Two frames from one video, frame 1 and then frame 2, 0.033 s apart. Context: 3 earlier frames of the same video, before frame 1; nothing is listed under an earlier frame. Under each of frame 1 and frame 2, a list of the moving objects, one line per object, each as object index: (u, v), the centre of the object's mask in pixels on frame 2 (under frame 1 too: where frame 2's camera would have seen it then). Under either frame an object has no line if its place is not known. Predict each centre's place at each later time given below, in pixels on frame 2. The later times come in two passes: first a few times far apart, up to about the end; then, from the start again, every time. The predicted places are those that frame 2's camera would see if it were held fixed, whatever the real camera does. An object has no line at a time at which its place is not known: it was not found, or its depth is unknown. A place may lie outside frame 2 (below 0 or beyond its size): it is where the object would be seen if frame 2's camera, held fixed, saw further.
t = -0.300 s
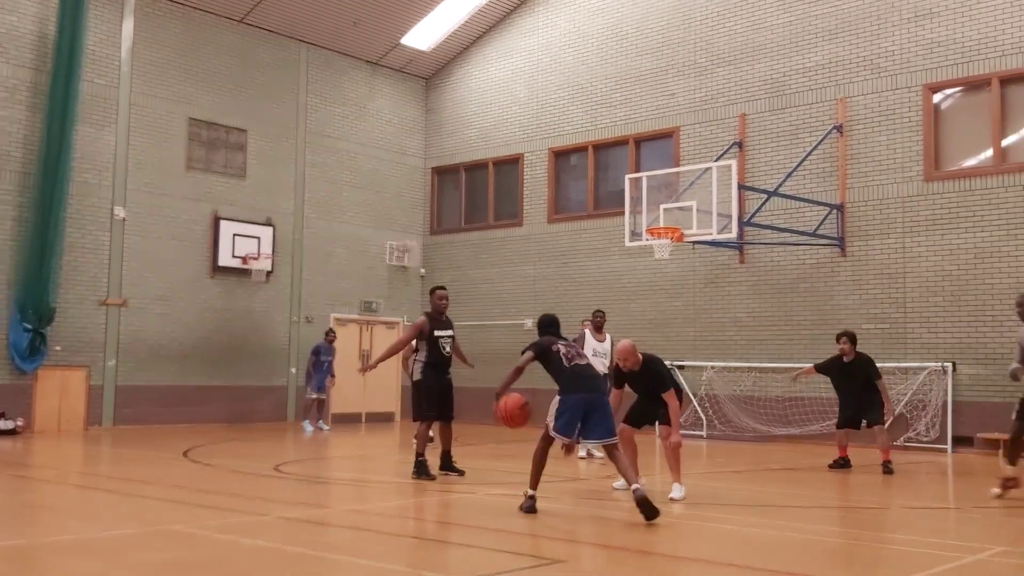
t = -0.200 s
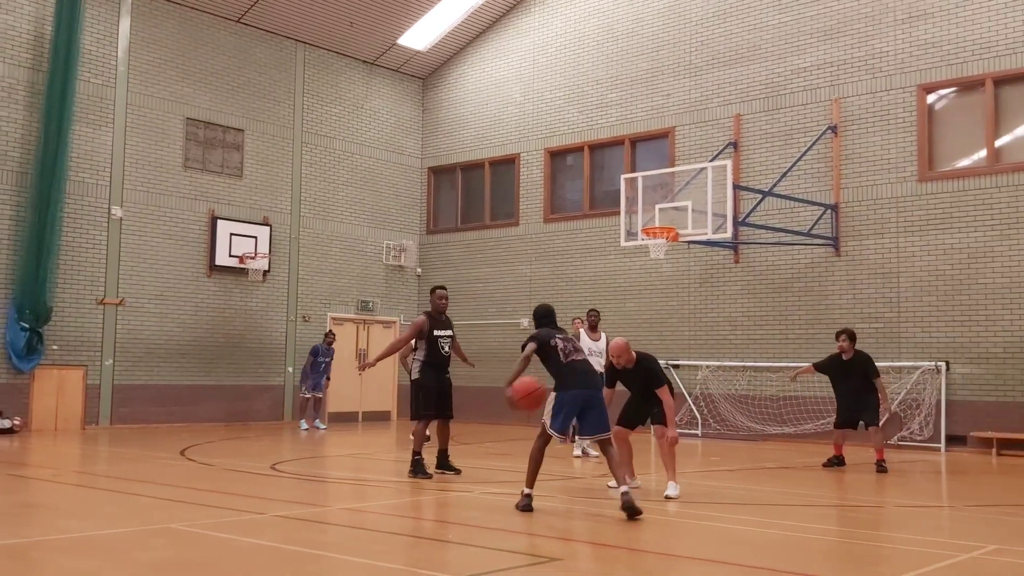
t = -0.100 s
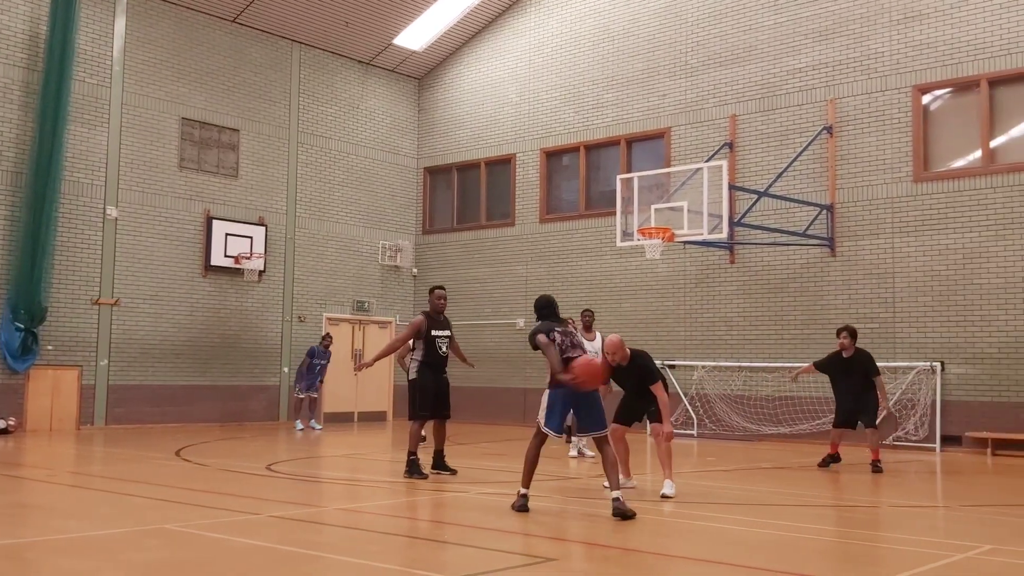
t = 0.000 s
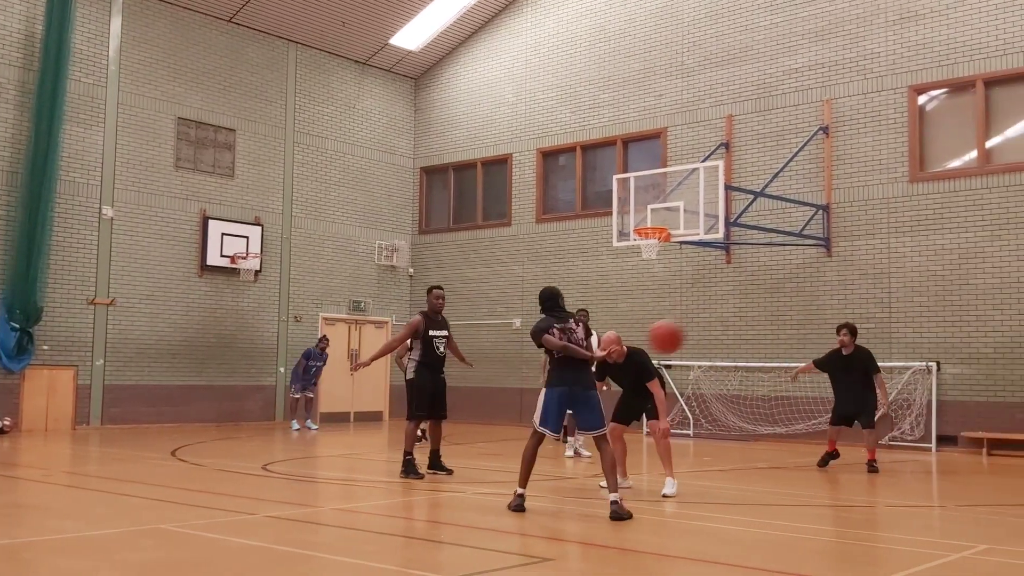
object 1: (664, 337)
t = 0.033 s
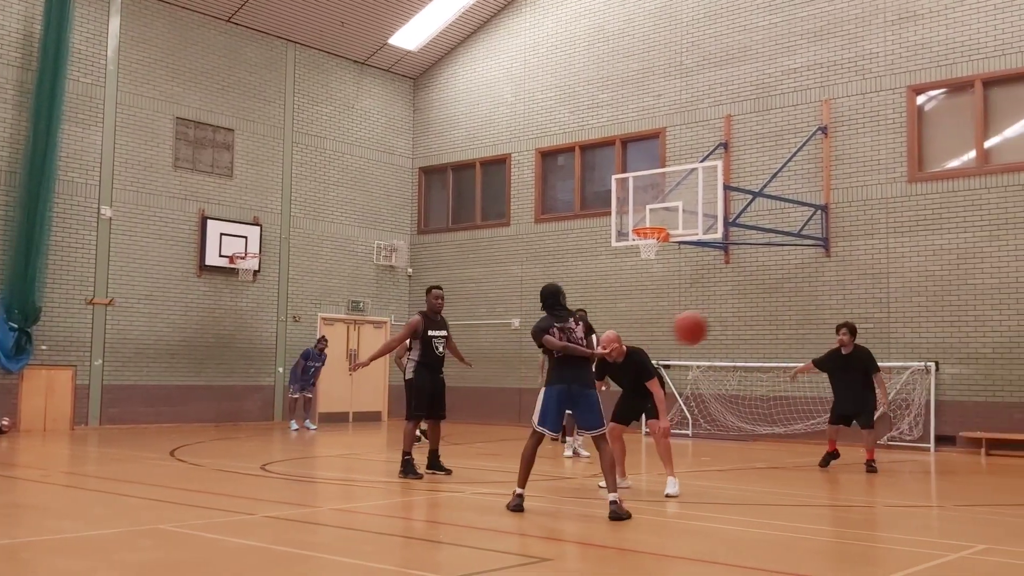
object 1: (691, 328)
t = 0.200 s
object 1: (809, 307)
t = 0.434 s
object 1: (956, 338)
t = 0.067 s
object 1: (716, 320)
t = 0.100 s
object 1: (740, 315)
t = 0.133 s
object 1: (764, 310)
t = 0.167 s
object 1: (787, 308)
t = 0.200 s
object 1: (809, 307)
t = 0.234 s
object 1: (831, 307)
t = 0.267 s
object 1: (854, 310)
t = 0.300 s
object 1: (875, 313)
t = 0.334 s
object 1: (896, 317)
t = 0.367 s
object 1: (916, 323)
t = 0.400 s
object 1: (936, 330)
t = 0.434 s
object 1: (956, 338)
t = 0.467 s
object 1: (974, 348)
